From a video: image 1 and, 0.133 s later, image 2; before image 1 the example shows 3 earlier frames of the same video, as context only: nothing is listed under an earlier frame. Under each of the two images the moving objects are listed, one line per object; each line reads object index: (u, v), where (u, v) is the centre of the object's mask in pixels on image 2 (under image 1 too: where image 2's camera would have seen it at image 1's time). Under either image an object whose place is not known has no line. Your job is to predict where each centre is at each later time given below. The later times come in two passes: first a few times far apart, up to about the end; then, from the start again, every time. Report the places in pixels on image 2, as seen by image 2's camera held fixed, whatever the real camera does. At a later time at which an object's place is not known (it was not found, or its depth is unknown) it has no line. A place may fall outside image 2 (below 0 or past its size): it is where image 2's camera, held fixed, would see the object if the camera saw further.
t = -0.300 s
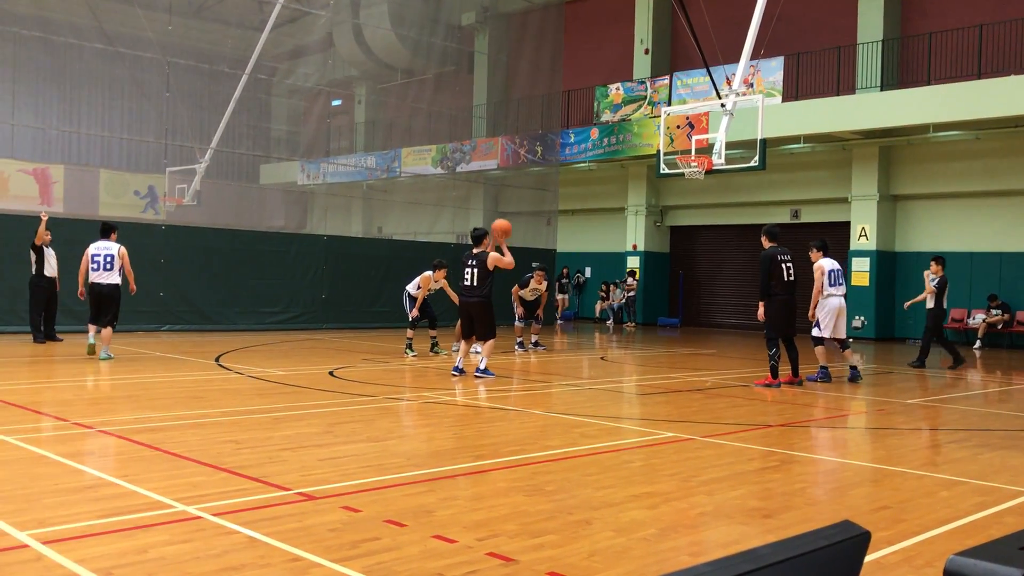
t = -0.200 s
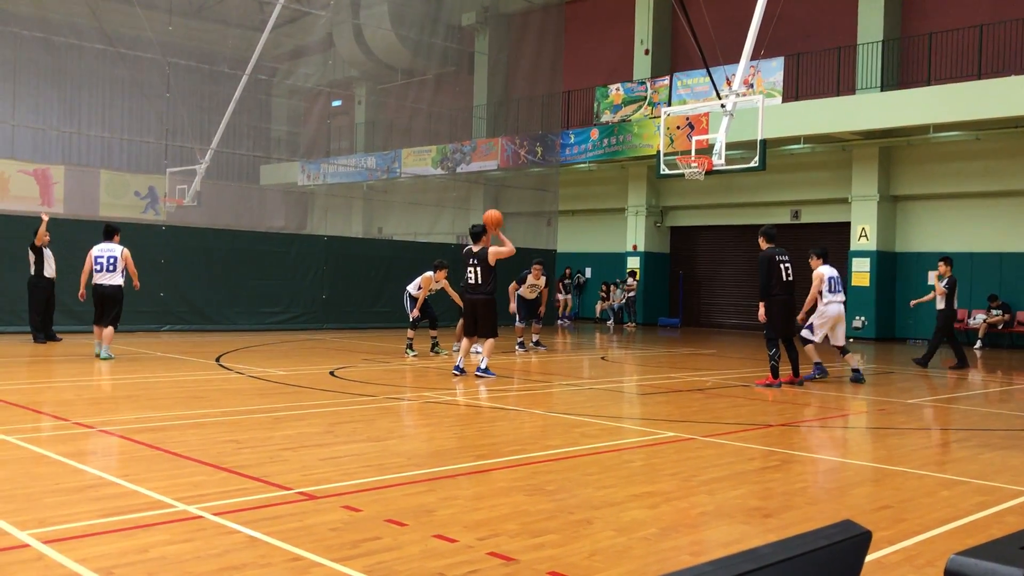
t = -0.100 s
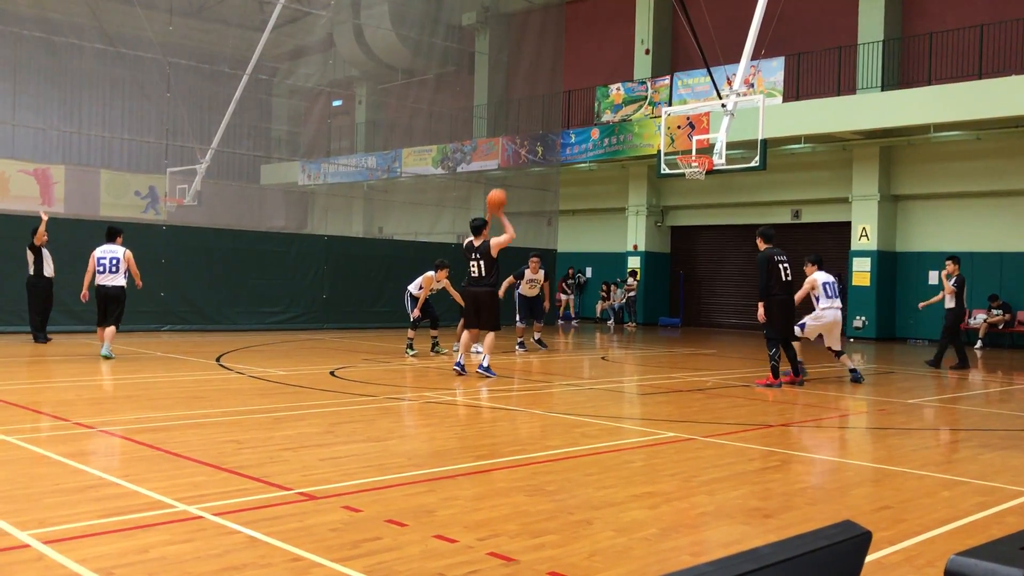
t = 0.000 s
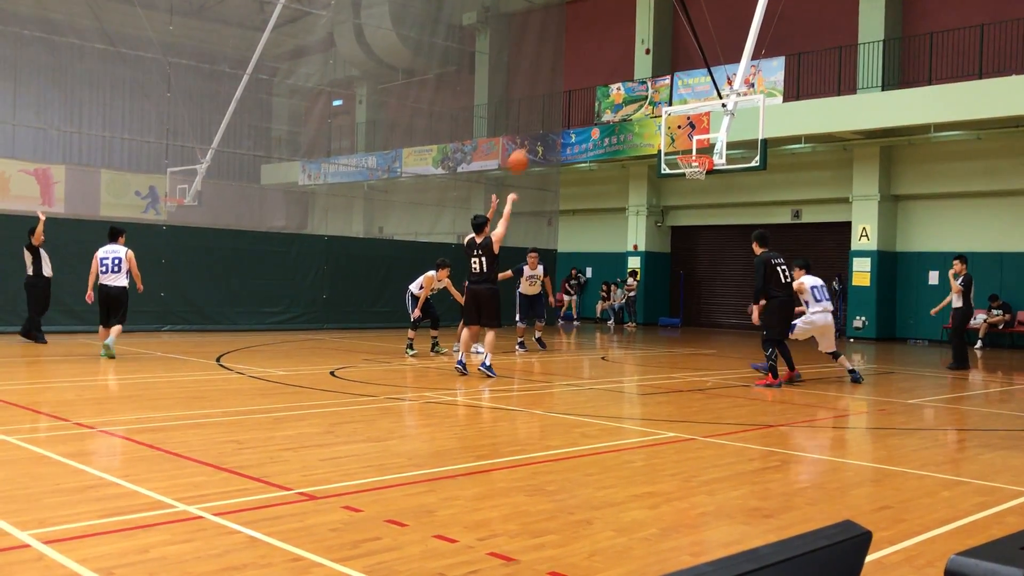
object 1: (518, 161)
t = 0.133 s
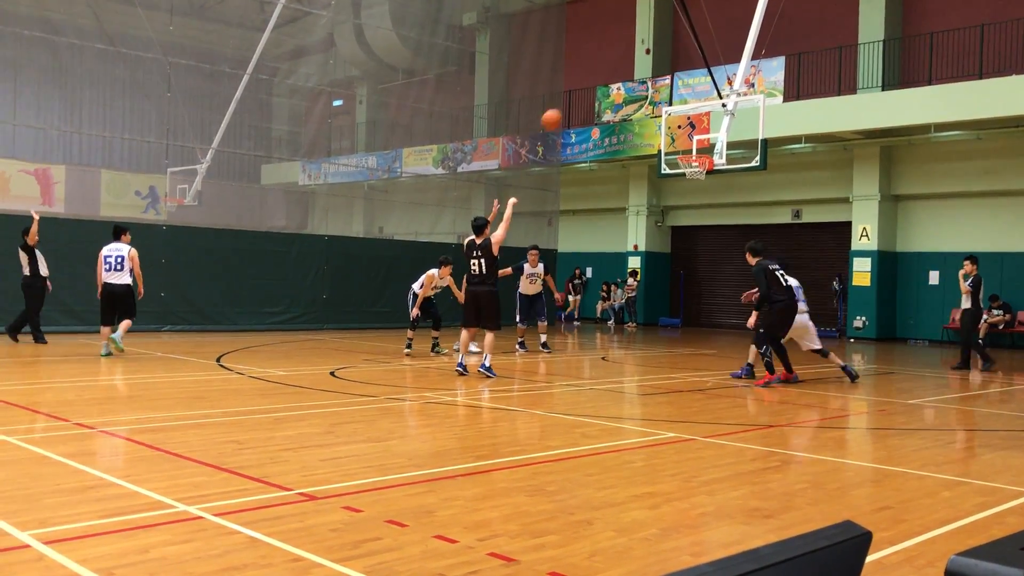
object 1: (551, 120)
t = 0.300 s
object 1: (588, 90)
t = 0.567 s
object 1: (641, 88)
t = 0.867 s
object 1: (689, 139)
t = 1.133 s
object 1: (693, 143)
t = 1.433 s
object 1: (669, 150)
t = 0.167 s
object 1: (559, 112)
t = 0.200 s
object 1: (566, 105)
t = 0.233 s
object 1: (574, 99)
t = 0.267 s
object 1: (582, 94)
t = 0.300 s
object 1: (588, 90)
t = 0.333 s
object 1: (596, 87)
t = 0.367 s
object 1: (602, 85)
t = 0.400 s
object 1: (609, 83)
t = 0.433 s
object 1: (615, 82)
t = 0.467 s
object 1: (622, 82)
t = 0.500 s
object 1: (628, 84)
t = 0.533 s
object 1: (634, 85)
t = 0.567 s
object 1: (641, 88)
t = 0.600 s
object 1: (647, 91)
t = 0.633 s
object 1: (652, 95)
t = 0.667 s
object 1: (658, 99)
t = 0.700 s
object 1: (663, 104)
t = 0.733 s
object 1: (667, 110)
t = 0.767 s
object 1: (674, 117)
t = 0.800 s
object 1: (679, 121)
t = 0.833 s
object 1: (684, 132)
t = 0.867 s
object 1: (689, 139)
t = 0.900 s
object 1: (693, 148)
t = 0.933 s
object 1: (695, 148)
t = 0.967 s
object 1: (697, 148)
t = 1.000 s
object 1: (699, 148)
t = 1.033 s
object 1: (701, 149)
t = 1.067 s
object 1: (700, 146)
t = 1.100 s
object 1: (695, 145)
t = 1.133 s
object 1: (693, 143)
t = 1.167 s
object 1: (690, 140)
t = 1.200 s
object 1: (688, 139)
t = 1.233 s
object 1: (685, 139)
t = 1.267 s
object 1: (683, 139)
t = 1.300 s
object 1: (680, 139)
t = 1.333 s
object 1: (678, 140)
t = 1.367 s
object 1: (675, 144)
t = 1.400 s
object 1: (672, 146)
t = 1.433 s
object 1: (669, 150)
